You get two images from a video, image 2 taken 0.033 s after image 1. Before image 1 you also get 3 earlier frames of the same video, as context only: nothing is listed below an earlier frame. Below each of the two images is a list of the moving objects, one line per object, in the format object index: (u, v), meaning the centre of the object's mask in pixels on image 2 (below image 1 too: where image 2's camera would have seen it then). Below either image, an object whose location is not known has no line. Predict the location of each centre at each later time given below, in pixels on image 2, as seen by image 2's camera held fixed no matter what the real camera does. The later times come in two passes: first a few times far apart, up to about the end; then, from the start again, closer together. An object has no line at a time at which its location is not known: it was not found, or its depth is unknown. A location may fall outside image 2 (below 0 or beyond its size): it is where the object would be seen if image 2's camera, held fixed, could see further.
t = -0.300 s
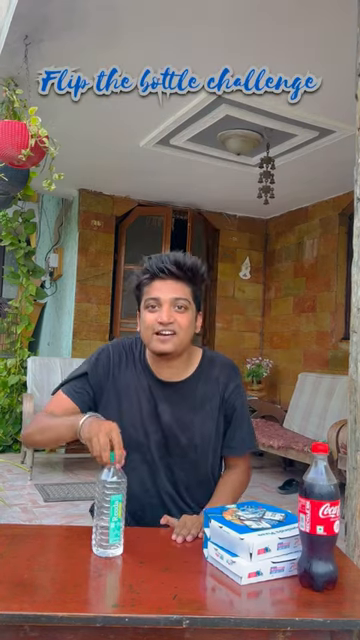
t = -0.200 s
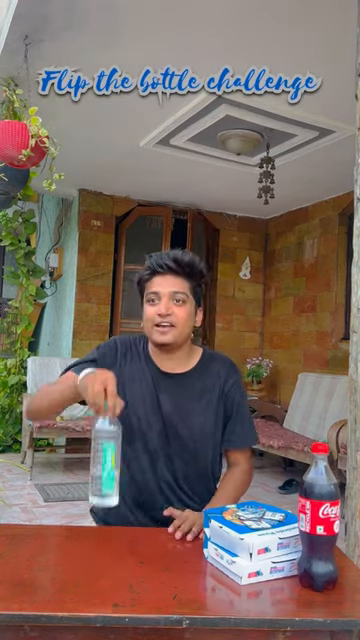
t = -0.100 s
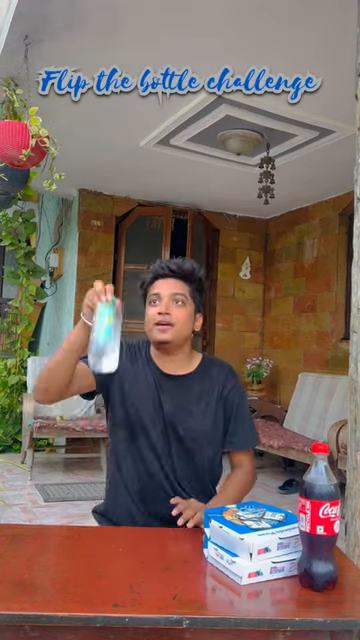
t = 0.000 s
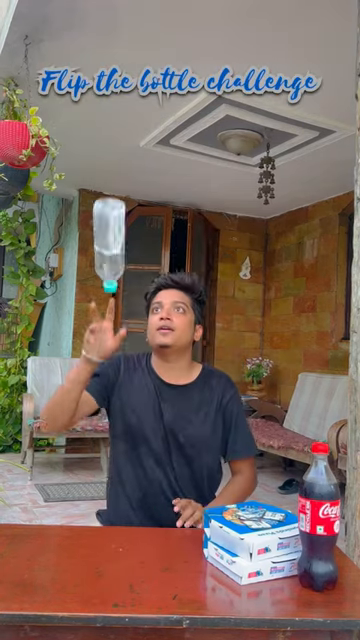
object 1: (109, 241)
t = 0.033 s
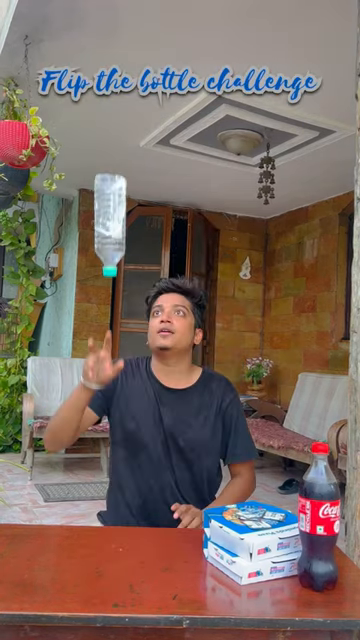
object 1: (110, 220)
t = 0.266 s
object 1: (104, 215)
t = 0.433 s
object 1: (91, 424)
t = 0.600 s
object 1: (70, 525)
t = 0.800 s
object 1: (75, 525)
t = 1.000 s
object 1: (73, 525)
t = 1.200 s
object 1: (73, 525)
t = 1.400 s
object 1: (74, 525)
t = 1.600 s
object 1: (73, 525)
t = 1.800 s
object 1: (75, 525)
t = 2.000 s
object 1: (73, 525)
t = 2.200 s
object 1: (74, 525)
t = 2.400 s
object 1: (73, 525)
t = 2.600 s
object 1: (75, 525)
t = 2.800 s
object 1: (73, 525)
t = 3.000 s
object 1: (74, 525)
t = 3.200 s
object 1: (74, 525)
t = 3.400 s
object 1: (74, 525)
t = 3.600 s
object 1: (73, 525)
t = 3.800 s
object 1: (74, 525)
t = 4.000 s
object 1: (74, 525)
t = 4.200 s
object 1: (74, 525)
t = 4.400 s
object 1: (74, 525)
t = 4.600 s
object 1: (74, 525)
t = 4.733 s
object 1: (74, 525)
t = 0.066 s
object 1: (111, 192)
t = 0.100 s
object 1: (111, 178)
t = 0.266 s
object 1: (104, 215)
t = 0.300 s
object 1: (103, 238)
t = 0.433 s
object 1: (91, 424)
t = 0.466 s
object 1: (86, 473)
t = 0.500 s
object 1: (79, 525)
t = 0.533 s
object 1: (77, 524)
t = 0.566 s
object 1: (72, 525)
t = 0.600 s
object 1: (70, 525)
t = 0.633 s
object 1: (70, 525)
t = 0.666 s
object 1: (71, 525)
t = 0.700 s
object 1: (71, 525)
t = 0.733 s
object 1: (72, 525)
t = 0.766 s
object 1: (74, 525)
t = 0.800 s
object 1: (75, 525)
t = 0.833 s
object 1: (76, 526)
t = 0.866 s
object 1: (76, 526)
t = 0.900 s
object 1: (75, 525)
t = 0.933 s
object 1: (75, 525)
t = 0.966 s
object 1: (74, 525)
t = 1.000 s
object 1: (73, 525)
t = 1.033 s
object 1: (72, 525)
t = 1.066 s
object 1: (71, 525)
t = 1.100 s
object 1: (71, 525)
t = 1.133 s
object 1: (72, 525)
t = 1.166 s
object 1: (73, 525)
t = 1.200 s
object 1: (73, 525)
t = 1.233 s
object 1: (74, 525)
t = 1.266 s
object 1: (75, 525)
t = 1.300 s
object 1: (76, 525)
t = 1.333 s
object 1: (74, 525)
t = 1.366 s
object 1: (74, 525)
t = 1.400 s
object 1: (74, 525)
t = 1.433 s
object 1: (73, 525)
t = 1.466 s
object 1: (72, 525)
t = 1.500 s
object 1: (71, 525)
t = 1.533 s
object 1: (72, 525)
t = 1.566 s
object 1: (73, 524)
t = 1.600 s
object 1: (73, 525)
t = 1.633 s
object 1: (74, 525)
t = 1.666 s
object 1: (75, 525)
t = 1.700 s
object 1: (76, 525)
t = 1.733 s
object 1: (75, 525)
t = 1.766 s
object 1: (75, 525)
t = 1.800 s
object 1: (75, 525)
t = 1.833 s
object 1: (74, 525)
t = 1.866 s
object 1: (73, 525)
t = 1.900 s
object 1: (72, 524)
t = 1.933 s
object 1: (72, 524)
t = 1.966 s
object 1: (72, 525)
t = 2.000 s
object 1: (73, 525)
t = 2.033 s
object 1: (73, 525)
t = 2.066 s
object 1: (74, 525)
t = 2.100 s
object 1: (74, 525)
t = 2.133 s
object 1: (75, 525)
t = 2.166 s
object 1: (75, 525)
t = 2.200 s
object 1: (74, 525)
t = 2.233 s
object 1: (74, 525)
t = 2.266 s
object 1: (74, 525)
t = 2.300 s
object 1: (73, 525)
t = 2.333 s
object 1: (72, 525)
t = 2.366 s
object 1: (72, 525)
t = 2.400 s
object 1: (73, 525)
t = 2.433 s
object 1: (73, 525)
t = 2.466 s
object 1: (74, 525)
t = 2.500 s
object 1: (74, 525)
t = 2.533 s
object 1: (74, 525)
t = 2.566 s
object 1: (75, 525)
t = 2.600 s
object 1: (75, 525)
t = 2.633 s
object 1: (74, 525)
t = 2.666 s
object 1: (74, 525)
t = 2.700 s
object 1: (73, 525)
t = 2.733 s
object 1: (73, 525)
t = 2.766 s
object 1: (73, 525)
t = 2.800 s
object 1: (73, 525)
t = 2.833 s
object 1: (73, 525)
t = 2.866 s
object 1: (73, 525)
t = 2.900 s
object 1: (74, 525)
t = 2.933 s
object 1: (74, 525)
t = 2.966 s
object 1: (74, 525)
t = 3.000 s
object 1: (74, 525)
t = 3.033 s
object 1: (74, 525)
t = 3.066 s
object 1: (74, 525)
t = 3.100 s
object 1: (74, 525)
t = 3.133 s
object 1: (74, 525)
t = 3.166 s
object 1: (74, 525)
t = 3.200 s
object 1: (74, 525)
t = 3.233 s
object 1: (74, 525)
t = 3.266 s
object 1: (74, 525)
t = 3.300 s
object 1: (74, 525)
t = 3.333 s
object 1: (74, 525)
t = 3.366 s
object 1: (74, 525)
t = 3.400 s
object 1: (74, 525)
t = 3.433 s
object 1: (74, 525)
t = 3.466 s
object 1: (74, 525)
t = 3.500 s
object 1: (74, 525)
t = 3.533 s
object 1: (74, 525)
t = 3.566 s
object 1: (73, 525)
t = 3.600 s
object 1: (73, 525)
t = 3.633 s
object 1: (73, 525)
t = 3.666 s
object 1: (74, 525)
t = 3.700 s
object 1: (74, 525)
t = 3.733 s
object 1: (74, 525)
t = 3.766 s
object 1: (74, 525)
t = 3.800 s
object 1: (74, 525)
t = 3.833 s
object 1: (74, 525)
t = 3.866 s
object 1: (74, 525)
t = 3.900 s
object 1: (74, 525)
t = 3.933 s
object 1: (74, 525)
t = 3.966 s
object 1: (74, 525)
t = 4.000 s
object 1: (74, 525)
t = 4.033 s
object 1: (74, 525)
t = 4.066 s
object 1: (74, 525)
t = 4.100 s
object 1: (74, 525)
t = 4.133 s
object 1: (74, 525)
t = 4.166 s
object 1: (74, 525)
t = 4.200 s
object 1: (74, 525)
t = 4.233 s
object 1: (74, 525)
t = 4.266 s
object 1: (74, 525)
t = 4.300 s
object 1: (74, 525)
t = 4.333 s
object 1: (74, 525)
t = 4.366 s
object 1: (74, 525)
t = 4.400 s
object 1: (74, 525)
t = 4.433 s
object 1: (74, 525)
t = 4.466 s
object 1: (74, 525)
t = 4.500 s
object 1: (74, 525)
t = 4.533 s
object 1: (74, 525)
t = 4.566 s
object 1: (74, 525)
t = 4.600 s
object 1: (74, 525)
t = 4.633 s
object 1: (74, 525)
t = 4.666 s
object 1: (74, 525)
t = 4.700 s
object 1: (74, 525)
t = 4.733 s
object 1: (74, 525)
